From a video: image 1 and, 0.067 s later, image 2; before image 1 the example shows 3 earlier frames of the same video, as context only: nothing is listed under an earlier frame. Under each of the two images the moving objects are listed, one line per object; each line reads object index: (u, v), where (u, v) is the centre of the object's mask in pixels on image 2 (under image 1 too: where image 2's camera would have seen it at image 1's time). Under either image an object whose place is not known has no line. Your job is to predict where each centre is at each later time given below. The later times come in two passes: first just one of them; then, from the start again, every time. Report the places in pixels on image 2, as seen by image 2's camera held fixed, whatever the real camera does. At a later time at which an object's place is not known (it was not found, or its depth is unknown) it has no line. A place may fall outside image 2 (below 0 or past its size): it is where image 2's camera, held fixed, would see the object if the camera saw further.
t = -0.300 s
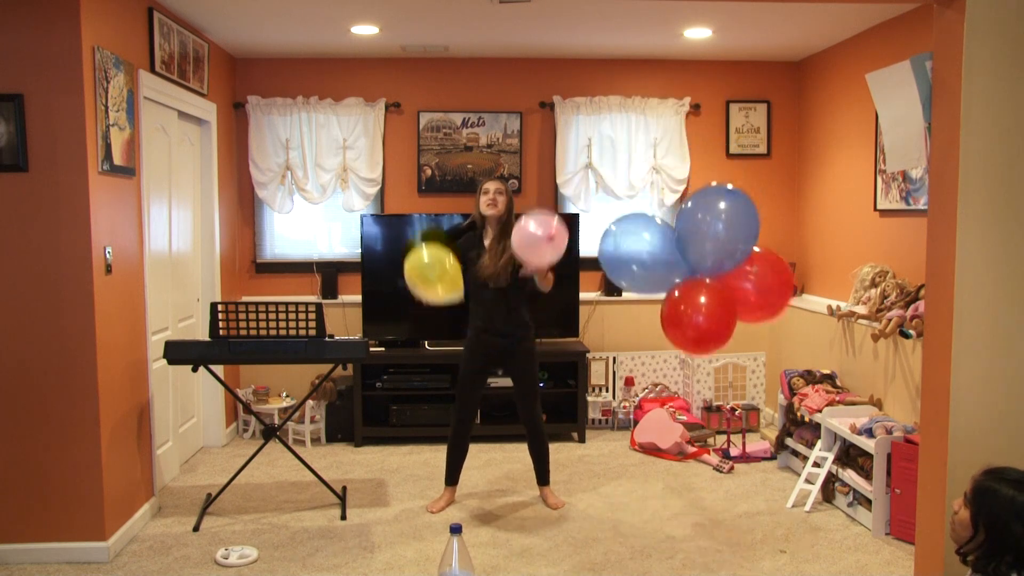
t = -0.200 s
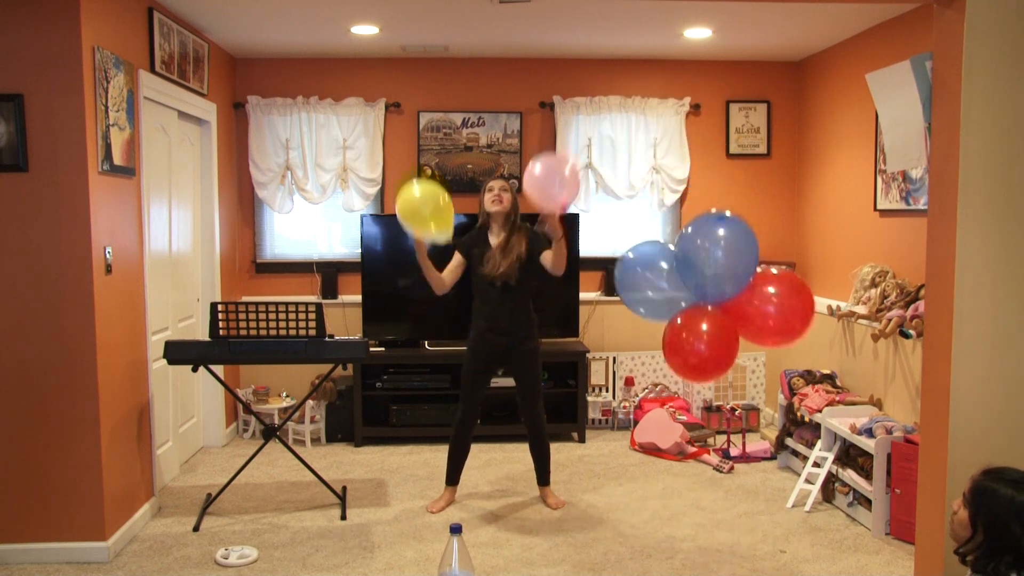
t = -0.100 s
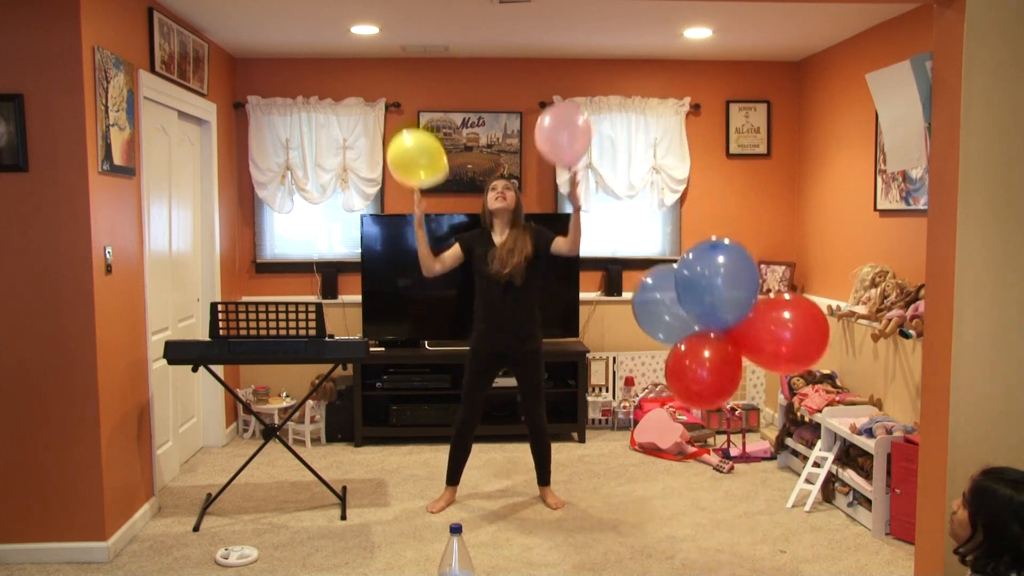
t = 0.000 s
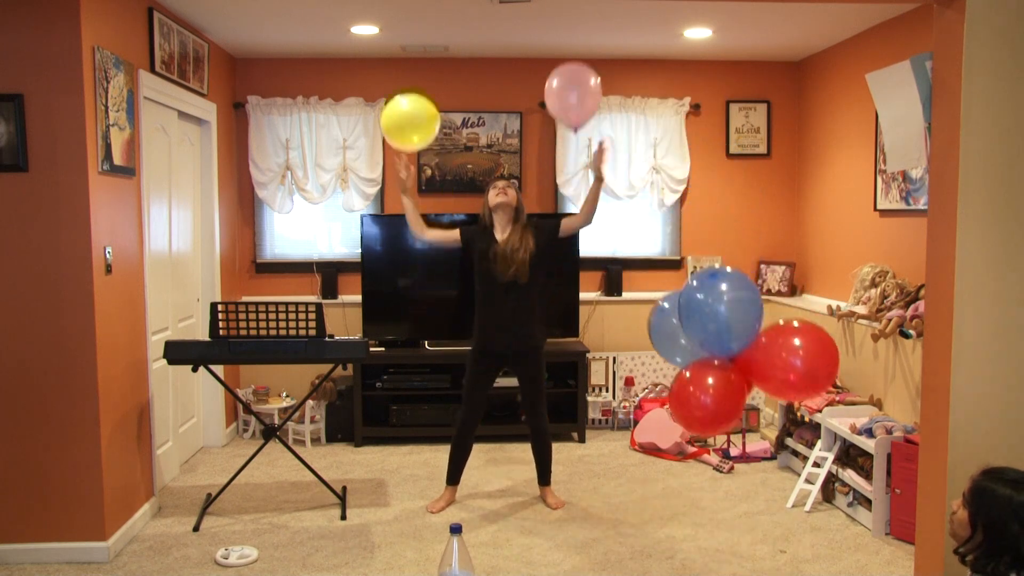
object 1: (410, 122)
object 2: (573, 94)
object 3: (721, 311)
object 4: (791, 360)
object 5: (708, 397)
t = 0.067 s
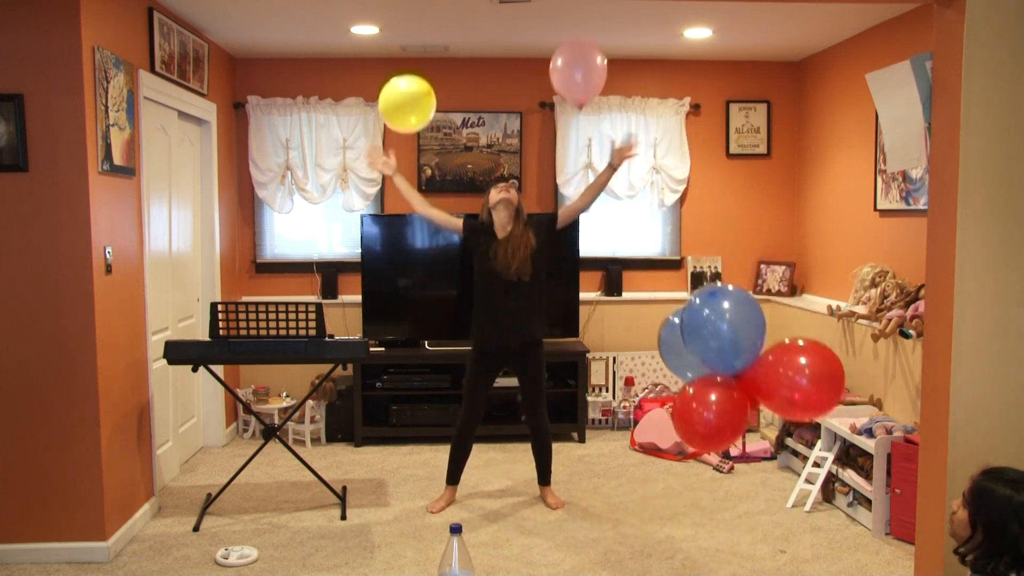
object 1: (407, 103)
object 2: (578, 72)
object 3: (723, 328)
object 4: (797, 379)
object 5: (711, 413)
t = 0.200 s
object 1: (404, 77)
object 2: (586, 34)
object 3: (731, 362)
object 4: (805, 416)
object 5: (717, 445)
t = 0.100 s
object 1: (406, 96)
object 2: (580, 61)
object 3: (725, 337)
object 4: (799, 389)
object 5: (712, 421)
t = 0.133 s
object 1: (405, 89)
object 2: (583, 52)
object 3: (728, 345)
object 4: (802, 397)
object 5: (714, 429)
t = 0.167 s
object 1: (404, 82)
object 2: (584, 43)
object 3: (729, 354)
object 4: (804, 406)
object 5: (716, 437)
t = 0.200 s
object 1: (404, 77)
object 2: (586, 34)
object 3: (731, 362)
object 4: (805, 416)
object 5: (717, 445)
